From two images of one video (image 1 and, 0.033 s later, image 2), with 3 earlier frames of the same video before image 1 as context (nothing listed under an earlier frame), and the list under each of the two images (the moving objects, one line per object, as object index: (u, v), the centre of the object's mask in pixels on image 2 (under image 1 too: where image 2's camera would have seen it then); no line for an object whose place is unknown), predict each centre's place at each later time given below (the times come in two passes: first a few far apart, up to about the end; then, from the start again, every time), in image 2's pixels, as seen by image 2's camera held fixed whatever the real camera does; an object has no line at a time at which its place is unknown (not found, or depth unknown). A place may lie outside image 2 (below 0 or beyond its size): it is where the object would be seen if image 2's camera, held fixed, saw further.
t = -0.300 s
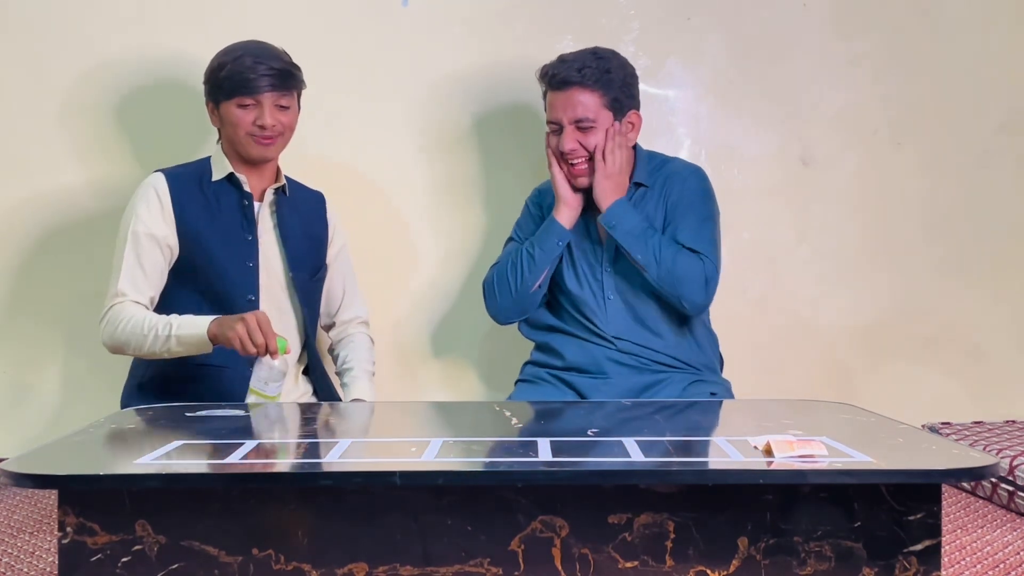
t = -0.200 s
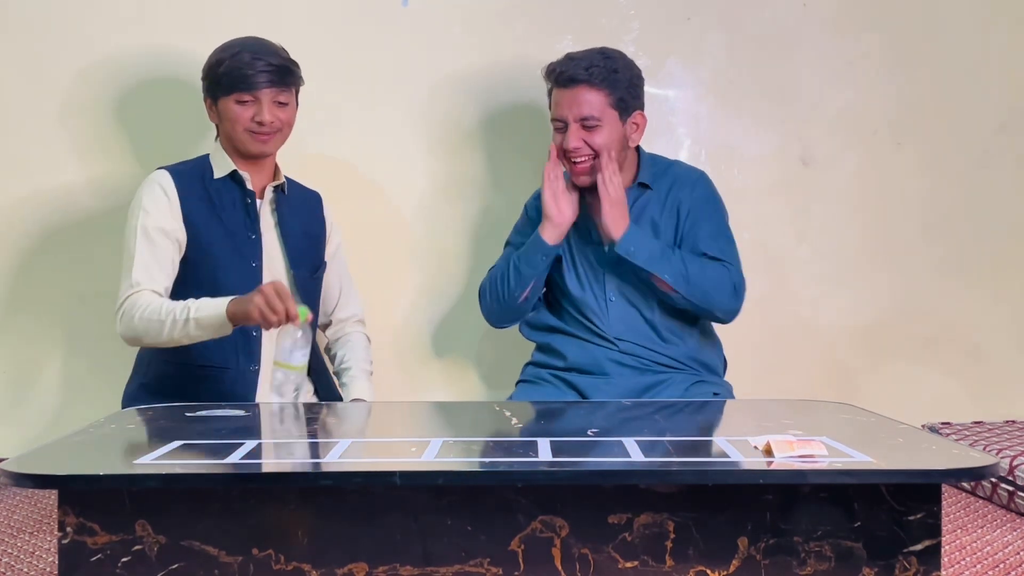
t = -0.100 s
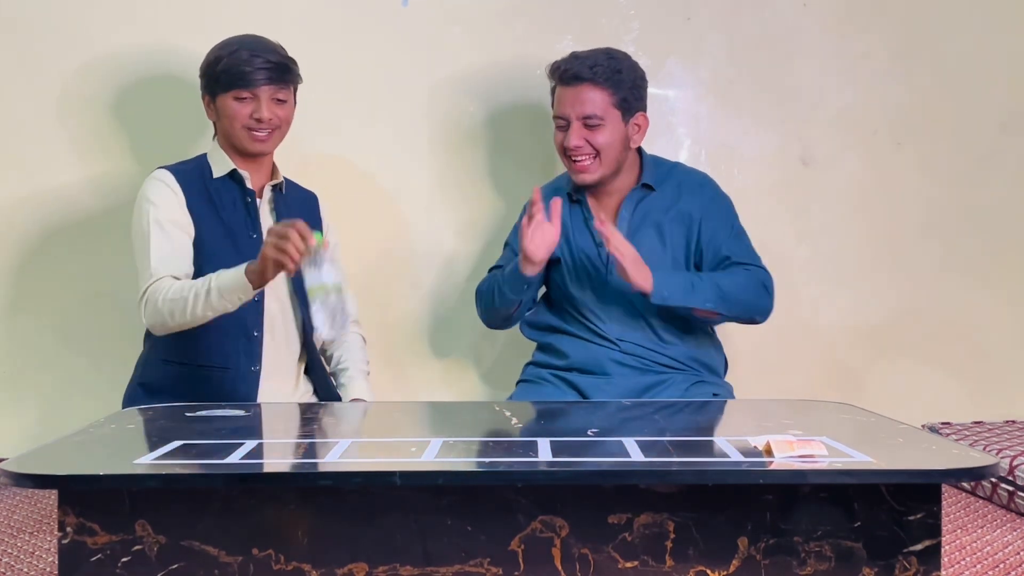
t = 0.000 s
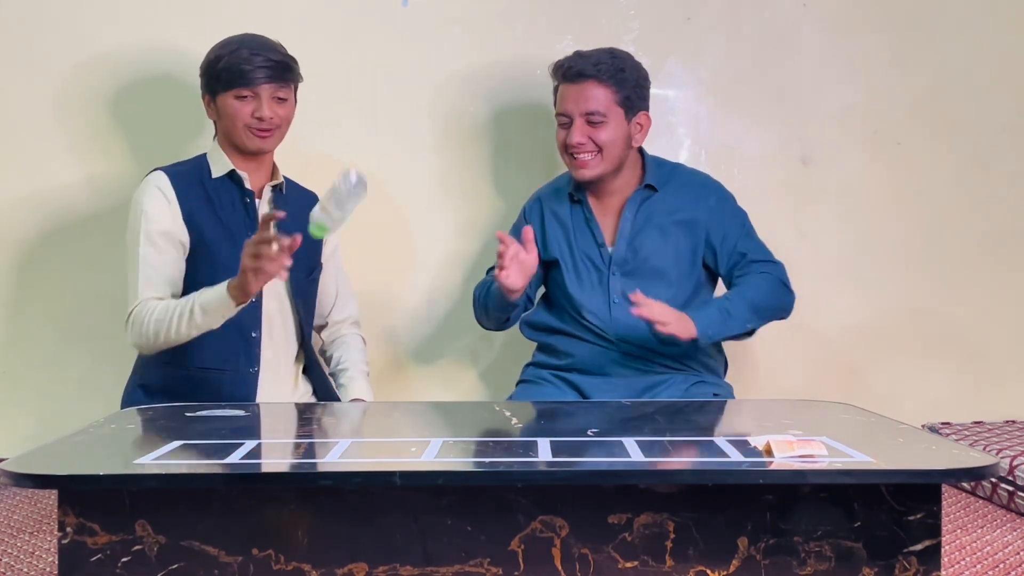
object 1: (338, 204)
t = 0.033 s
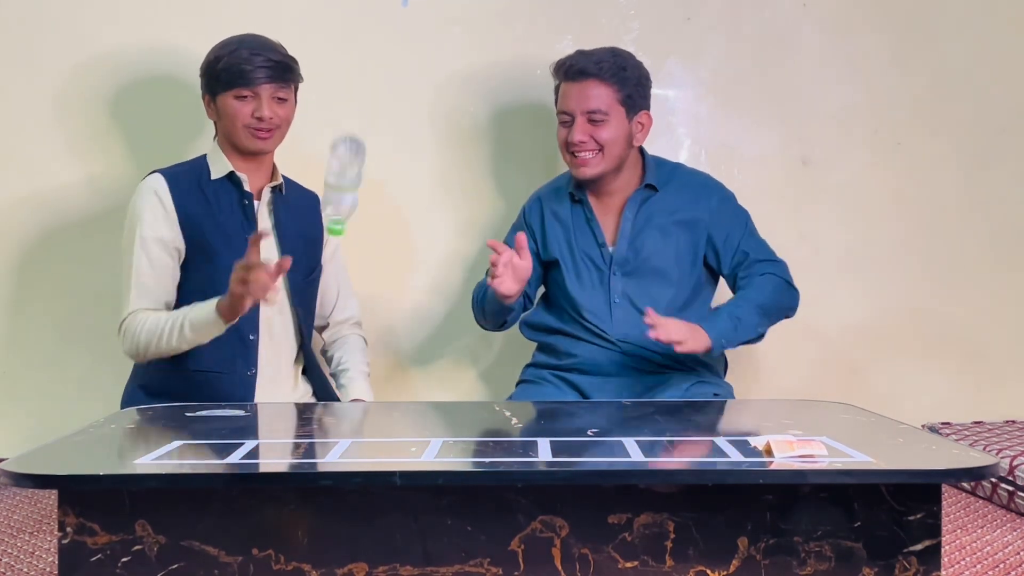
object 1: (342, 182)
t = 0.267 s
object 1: (367, 131)
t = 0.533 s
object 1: (376, 369)
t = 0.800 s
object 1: (377, 369)
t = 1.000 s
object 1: (377, 369)
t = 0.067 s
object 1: (349, 162)
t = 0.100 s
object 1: (354, 143)
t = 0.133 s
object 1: (357, 127)
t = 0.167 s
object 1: (360, 116)
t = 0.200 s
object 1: (362, 114)
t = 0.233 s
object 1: (365, 118)
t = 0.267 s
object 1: (367, 131)
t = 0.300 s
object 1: (368, 153)
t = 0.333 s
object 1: (370, 183)
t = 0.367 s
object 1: (371, 222)
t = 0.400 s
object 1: (372, 266)
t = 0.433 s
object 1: (374, 321)
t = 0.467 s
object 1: (375, 370)
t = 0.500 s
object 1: (375, 369)
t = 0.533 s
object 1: (376, 369)
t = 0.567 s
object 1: (377, 369)
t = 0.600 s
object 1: (377, 369)
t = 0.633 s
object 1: (377, 369)
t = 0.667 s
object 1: (377, 369)
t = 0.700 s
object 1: (378, 369)
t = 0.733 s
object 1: (377, 369)
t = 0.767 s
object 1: (377, 369)
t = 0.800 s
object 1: (377, 369)
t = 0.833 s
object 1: (377, 369)
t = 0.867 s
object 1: (377, 369)
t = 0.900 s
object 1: (377, 369)
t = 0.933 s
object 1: (377, 369)
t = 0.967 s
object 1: (377, 369)
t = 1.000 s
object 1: (377, 369)
